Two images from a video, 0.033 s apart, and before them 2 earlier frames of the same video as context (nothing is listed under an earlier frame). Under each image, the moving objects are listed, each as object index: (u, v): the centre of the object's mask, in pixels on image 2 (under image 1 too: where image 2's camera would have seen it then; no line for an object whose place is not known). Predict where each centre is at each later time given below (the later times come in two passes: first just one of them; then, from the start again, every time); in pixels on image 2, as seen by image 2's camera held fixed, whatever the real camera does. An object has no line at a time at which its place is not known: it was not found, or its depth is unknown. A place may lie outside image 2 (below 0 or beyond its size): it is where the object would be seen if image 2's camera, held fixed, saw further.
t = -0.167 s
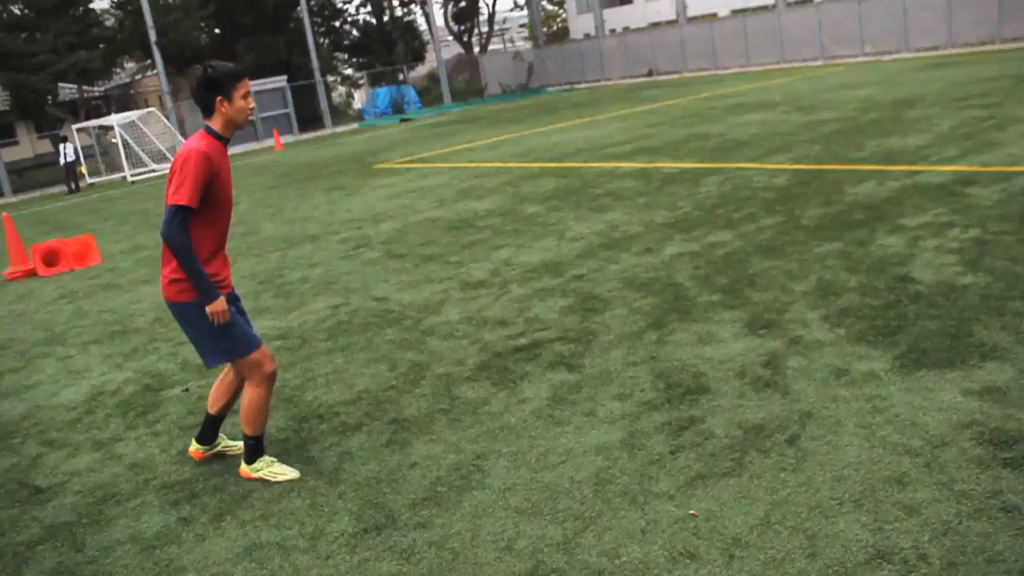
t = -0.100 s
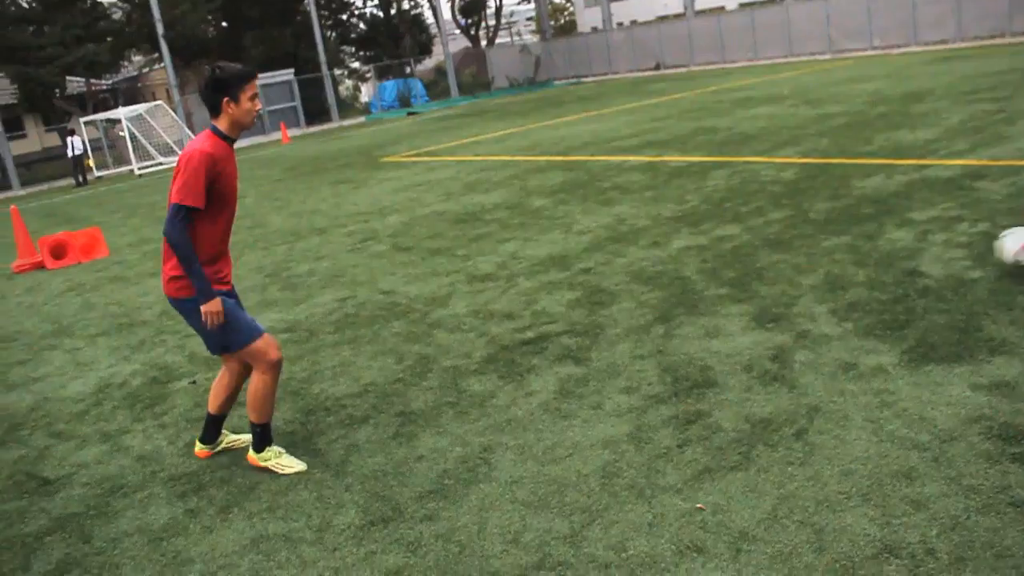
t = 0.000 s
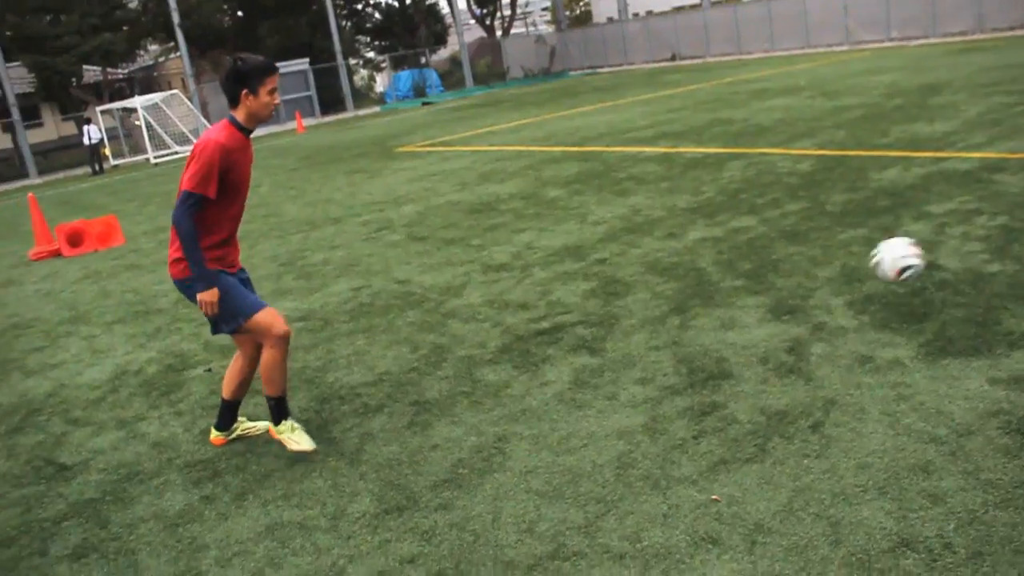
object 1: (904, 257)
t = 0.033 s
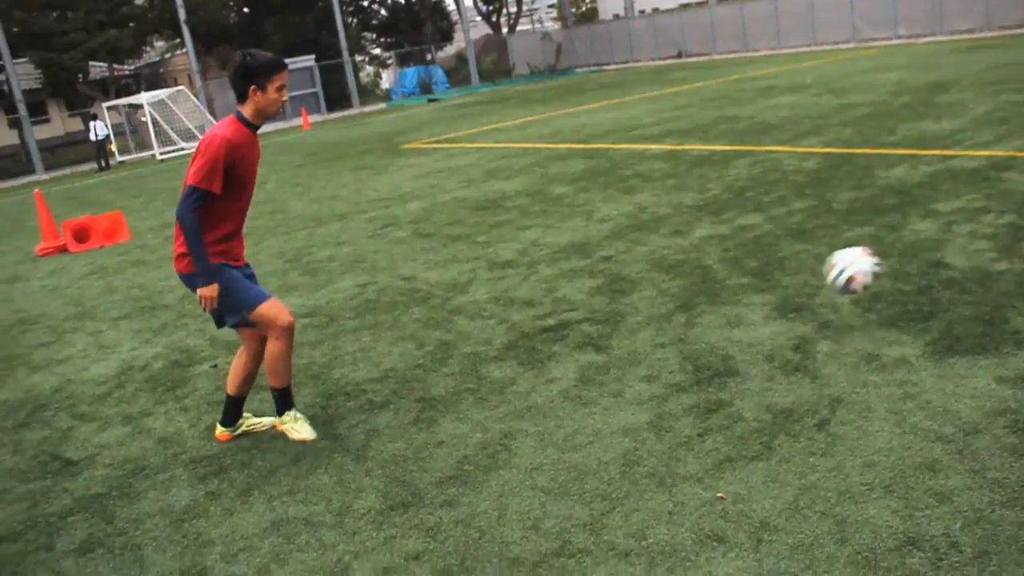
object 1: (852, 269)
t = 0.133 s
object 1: (678, 326)
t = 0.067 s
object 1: (796, 284)
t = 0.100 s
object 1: (739, 304)
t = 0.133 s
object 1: (678, 326)
